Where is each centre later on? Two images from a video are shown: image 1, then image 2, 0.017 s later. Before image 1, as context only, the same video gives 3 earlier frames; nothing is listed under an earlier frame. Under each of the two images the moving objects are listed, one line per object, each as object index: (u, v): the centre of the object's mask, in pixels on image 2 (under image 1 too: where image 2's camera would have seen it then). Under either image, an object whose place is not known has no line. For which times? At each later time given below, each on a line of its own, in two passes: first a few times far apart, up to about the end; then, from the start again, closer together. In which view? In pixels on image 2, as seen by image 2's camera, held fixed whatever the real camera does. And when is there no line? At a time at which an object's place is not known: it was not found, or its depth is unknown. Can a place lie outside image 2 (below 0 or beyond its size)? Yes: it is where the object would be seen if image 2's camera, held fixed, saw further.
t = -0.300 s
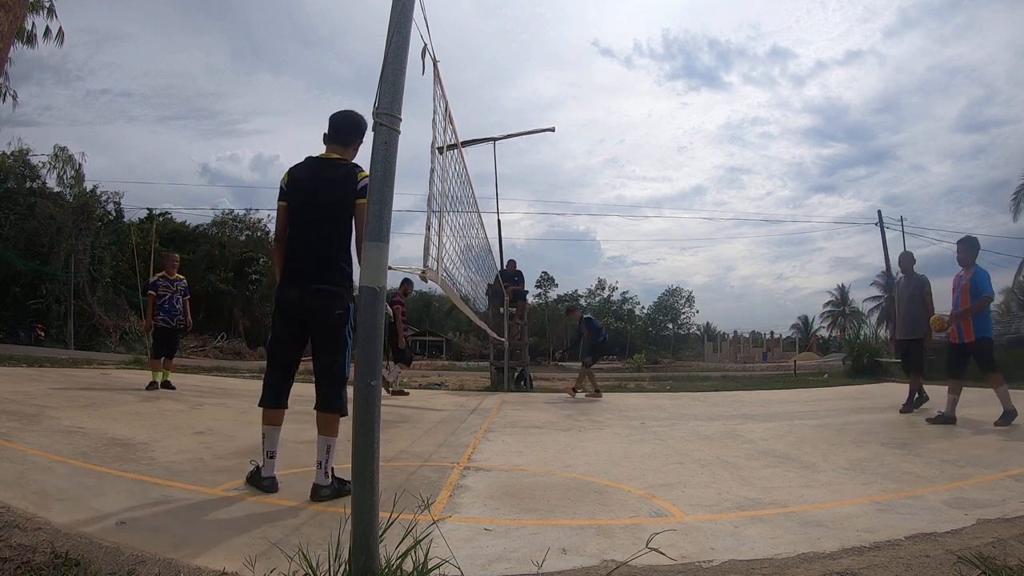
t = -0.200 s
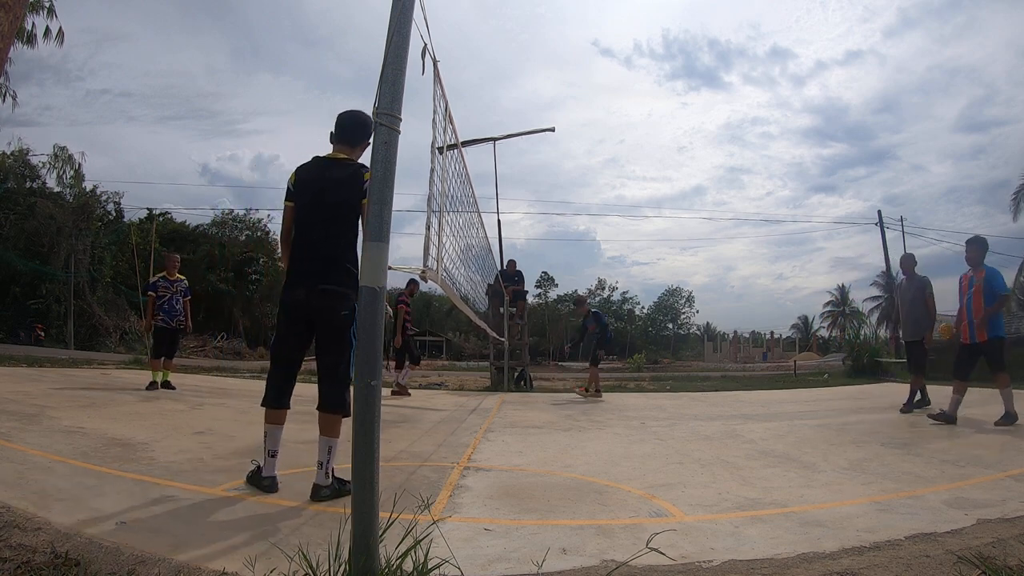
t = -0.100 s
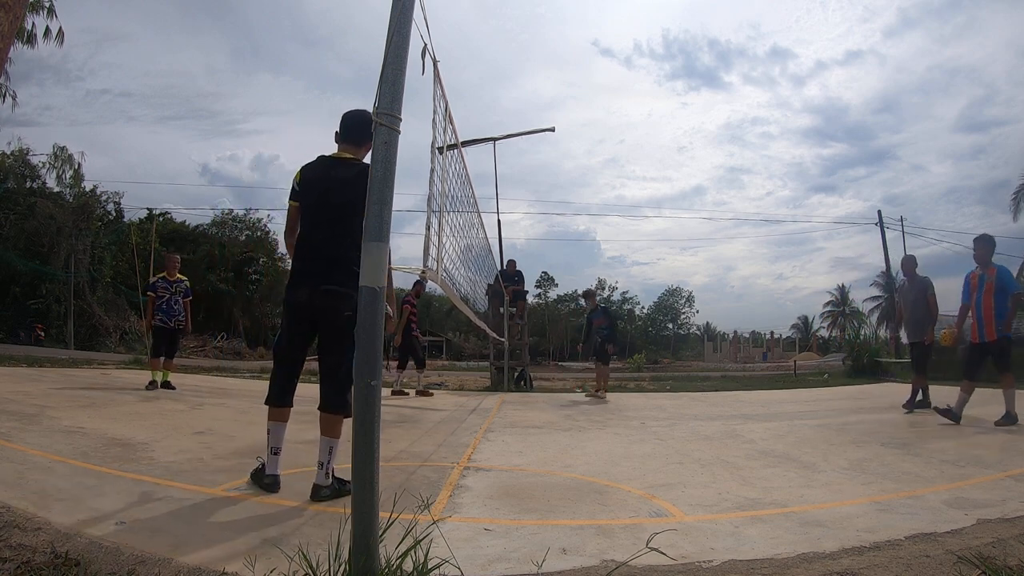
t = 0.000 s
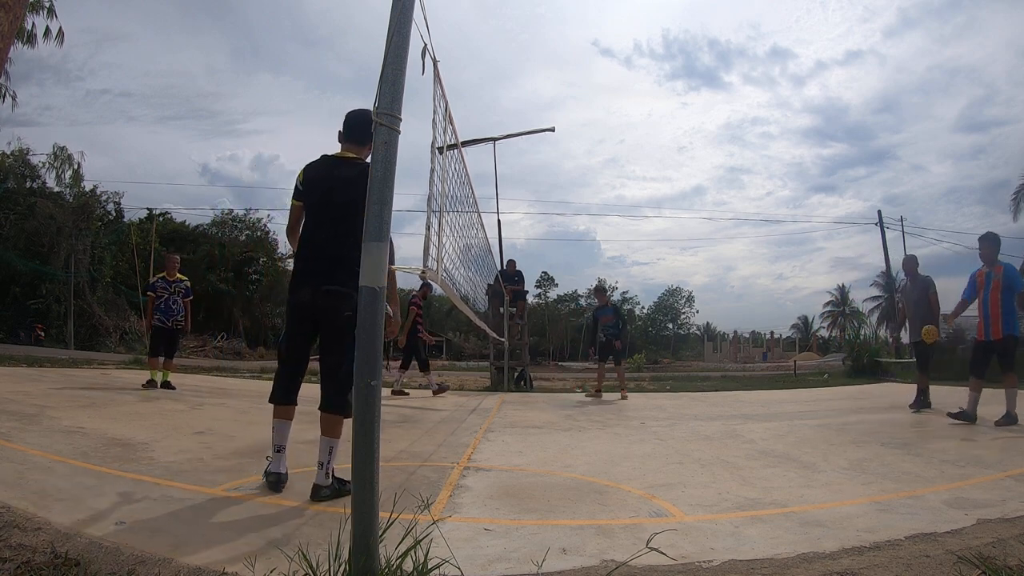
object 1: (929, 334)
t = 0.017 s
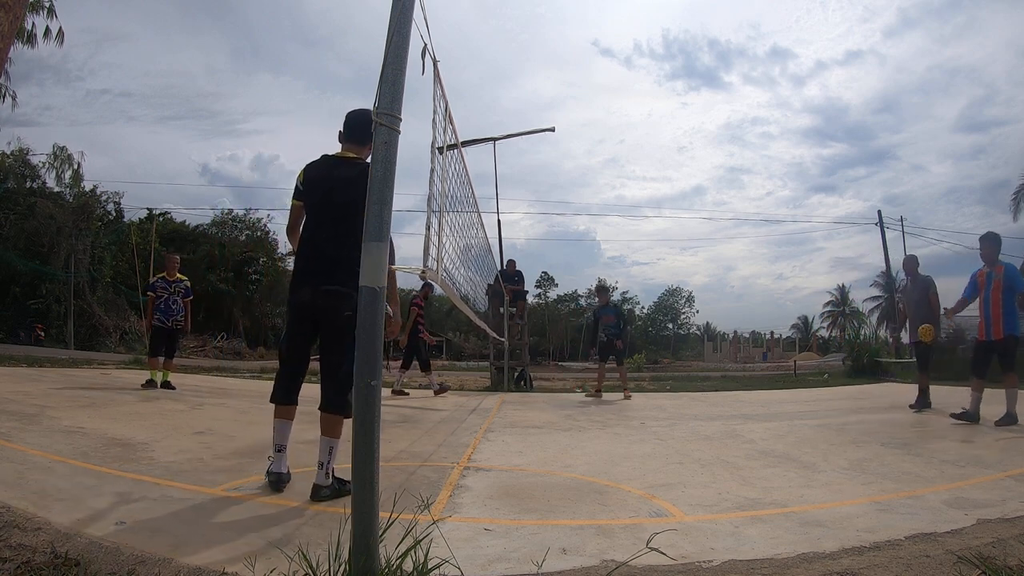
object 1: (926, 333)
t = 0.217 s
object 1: (878, 352)
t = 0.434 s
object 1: (807, 443)
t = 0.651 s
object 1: (728, 399)
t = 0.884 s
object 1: (619, 446)
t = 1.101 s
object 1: (506, 441)
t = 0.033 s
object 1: (922, 332)
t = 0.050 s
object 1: (918, 332)
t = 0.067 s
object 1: (915, 332)
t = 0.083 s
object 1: (911, 333)
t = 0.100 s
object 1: (907, 333)
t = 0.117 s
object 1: (903, 336)
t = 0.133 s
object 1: (899, 336)
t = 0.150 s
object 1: (895, 339)
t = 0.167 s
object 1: (891, 343)
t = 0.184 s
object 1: (886, 346)
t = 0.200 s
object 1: (882, 349)
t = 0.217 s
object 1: (878, 352)
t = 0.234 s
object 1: (873, 357)
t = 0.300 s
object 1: (854, 380)
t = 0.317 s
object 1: (848, 387)
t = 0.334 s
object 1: (843, 395)
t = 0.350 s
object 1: (837, 404)
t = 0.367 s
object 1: (831, 412)
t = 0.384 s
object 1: (825, 422)
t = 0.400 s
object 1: (819, 433)
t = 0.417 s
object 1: (812, 444)
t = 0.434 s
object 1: (807, 443)
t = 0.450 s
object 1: (801, 438)
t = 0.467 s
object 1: (796, 432)
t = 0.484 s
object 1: (790, 427)
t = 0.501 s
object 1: (785, 422)
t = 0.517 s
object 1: (779, 418)
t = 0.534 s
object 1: (773, 414)
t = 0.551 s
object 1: (767, 410)
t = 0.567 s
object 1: (760, 408)
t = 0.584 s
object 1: (754, 405)
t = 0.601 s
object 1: (747, 403)
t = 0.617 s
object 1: (741, 401)
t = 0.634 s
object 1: (734, 400)
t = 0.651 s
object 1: (728, 399)
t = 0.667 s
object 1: (721, 399)
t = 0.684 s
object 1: (713, 399)
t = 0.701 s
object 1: (706, 400)
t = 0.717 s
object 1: (699, 401)
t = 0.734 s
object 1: (692, 403)
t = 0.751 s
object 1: (684, 406)
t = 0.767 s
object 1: (676, 409)
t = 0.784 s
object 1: (669, 413)
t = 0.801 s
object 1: (661, 417)
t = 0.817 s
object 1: (653, 421)
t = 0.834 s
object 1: (644, 427)
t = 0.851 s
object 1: (636, 433)
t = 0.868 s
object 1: (627, 439)
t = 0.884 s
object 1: (619, 446)
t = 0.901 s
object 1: (610, 454)
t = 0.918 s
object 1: (601, 463)
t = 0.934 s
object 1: (593, 469)
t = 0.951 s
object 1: (585, 464)
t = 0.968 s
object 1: (576, 460)
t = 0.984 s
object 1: (568, 455)
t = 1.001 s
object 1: (560, 452)
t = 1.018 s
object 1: (551, 449)
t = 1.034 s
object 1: (542, 446)
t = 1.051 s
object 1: (534, 444)
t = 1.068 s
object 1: (525, 442)
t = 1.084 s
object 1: (516, 442)
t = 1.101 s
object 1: (506, 441)
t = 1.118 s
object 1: (497, 441)
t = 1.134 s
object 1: (487, 442)
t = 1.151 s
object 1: (478, 443)
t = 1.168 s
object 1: (468, 446)
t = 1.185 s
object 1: (459, 448)
